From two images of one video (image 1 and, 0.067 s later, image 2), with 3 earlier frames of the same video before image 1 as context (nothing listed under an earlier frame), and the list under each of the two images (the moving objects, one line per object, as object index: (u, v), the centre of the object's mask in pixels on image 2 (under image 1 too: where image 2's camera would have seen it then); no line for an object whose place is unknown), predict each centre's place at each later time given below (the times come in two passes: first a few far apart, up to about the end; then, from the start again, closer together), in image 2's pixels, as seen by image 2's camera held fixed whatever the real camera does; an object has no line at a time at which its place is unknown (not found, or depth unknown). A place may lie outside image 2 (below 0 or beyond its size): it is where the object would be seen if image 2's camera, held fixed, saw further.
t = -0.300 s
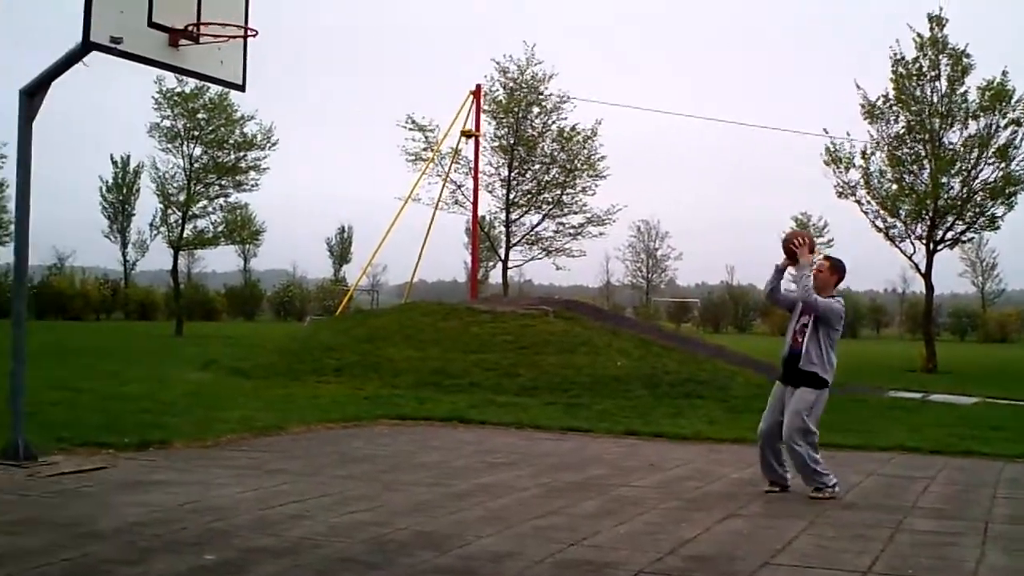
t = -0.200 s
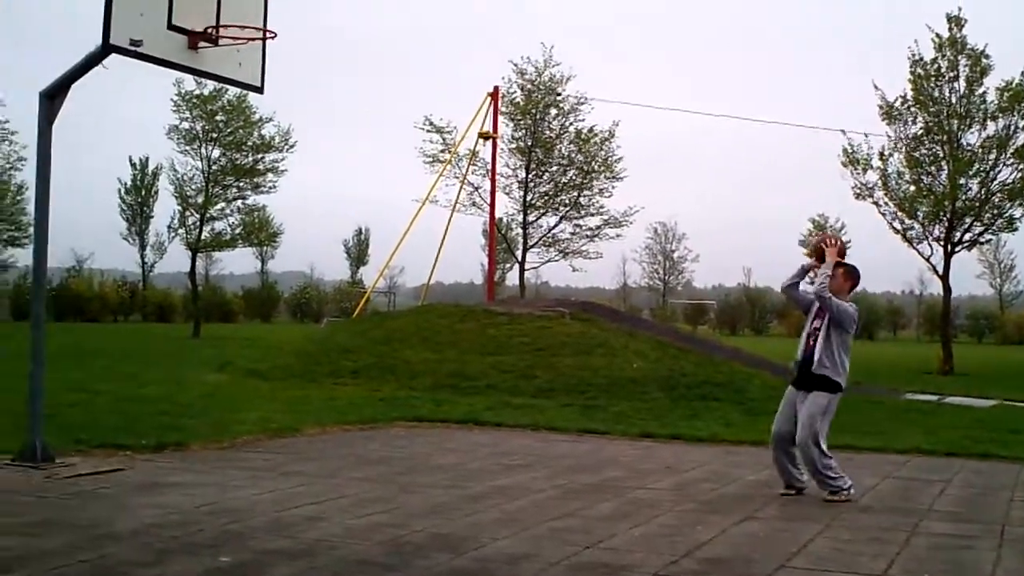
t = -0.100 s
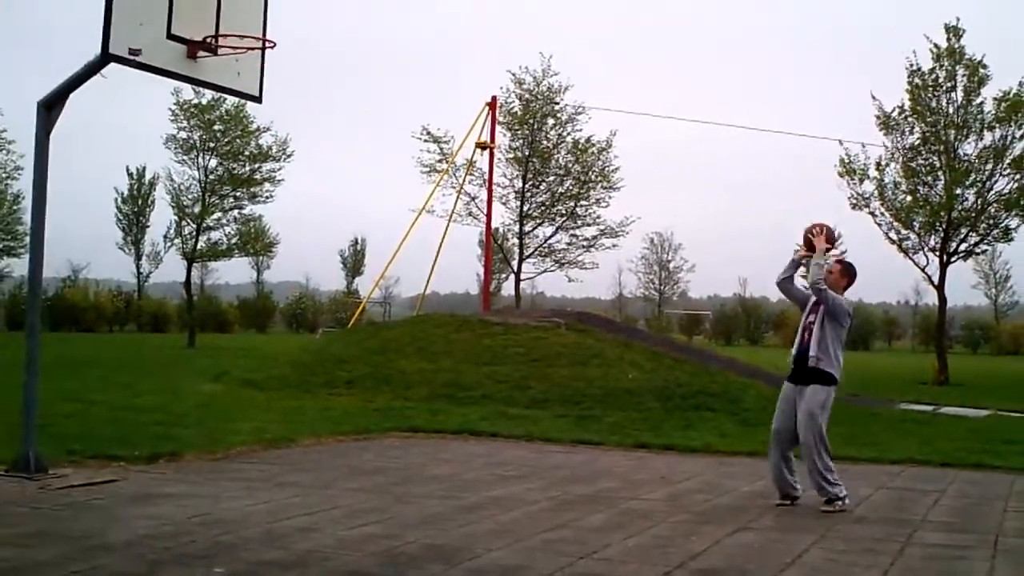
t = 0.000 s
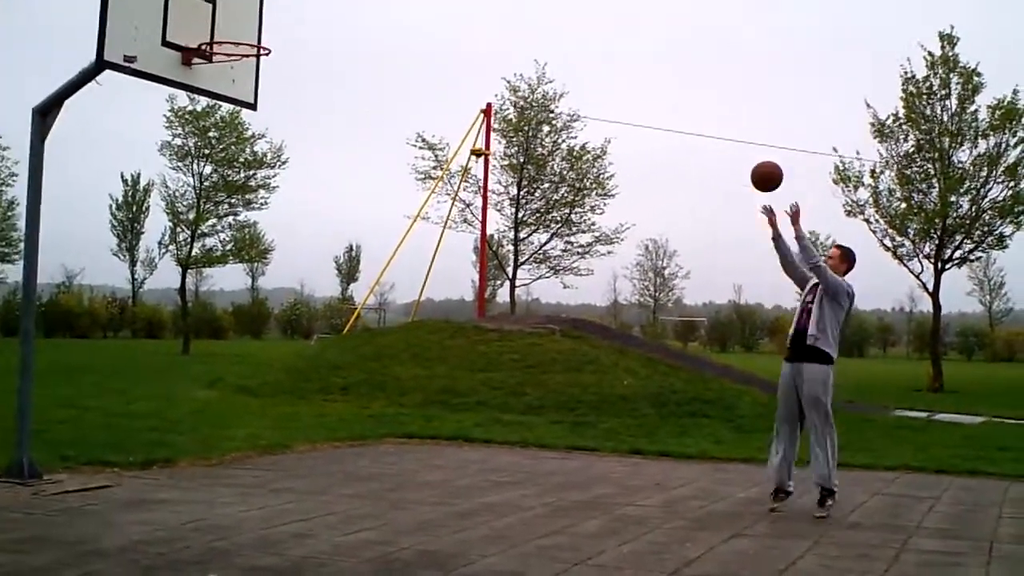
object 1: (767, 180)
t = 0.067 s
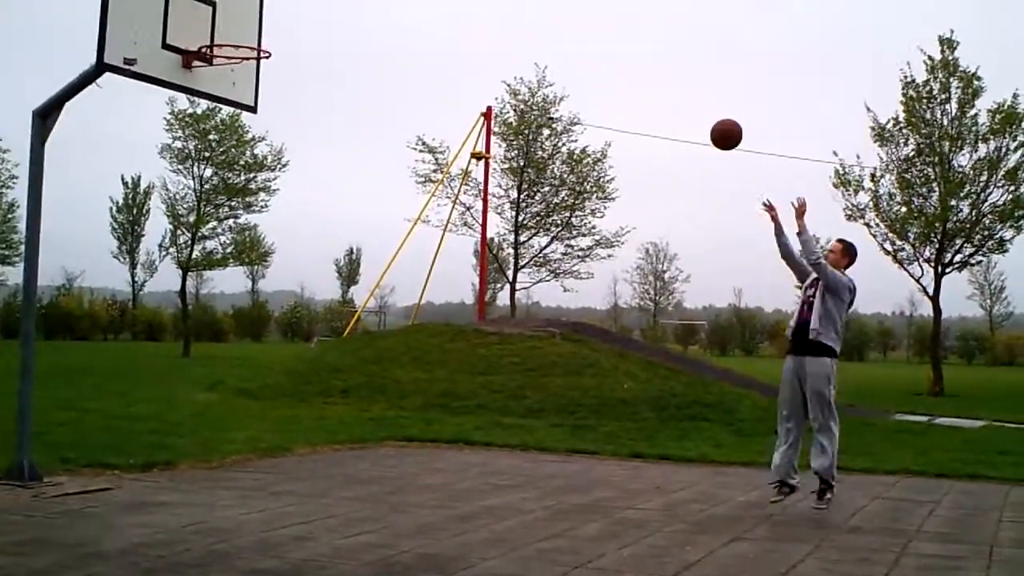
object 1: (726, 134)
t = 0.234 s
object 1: (620, 41)
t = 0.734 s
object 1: (276, 5)
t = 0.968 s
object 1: (183, 10)
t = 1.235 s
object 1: (255, 31)
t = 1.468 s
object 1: (317, 143)
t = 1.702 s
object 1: (378, 350)
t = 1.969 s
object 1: (419, 404)
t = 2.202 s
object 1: (432, 265)
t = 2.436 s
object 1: (441, 206)
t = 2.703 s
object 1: (448, 249)
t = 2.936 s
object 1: (448, 392)
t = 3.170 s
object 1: (453, 469)
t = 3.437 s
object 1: (469, 347)
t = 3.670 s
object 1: (478, 338)
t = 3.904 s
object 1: (483, 432)
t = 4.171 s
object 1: (487, 481)
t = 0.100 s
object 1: (706, 114)
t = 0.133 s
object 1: (685, 93)
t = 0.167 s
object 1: (663, 74)
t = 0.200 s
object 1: (642, 55)
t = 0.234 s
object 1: (620, 41)
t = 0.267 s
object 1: (598, 29)
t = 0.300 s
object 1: (577, 17)
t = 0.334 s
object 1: (554, 6)
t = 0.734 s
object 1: (276, 5)
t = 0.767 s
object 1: (252, 16)
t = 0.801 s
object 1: (227, 28)
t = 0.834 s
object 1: (215, 23)
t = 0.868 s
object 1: (202, 18)
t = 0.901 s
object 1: (191, 15)
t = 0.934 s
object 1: (179, 13)
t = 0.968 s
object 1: (183, 10)
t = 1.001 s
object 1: (192, 7)
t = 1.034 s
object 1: (200, 5)
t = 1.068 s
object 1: (210, 5)
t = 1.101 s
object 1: (220, 7)
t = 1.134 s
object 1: (228, 10)
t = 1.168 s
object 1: (237, 15)
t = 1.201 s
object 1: (246, 22)
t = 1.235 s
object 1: (255, 31)
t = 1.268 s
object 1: (264, 42)
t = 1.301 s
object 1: (273, 54)
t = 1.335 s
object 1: (282, 68)
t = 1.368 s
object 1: (291, 84)
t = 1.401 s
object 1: (300, 102)
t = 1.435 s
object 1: (308, 122)
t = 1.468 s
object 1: (317, 143)
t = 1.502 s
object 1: (326, 167)
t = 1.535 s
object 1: (335, 192)
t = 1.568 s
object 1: (344, 220)
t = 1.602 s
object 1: (353, 249)
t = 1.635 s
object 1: (362, 281)
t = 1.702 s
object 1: (378, 350)
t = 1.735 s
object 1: (386, 386)
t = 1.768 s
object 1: (393, 427)
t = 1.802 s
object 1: (400, 471)
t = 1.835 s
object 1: (407, 509)
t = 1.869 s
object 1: (410, 489)
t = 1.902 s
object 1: (414, 459)
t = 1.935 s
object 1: (418, 430)
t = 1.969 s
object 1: (419, 404)
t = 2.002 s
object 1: (422, 380)
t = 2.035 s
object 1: (424, 357)
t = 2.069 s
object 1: (427, 336)
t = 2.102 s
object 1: (427, 315)
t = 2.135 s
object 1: (429, 296)
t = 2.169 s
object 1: (430, 280)
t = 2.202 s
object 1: (432, 265)
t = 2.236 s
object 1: (434, 251)
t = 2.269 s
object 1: (435, 239)
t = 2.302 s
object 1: (437, 229)
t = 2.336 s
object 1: (438, 221)
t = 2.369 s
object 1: (439, 214)
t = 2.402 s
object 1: (440, 209)
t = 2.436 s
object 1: (441, 206)
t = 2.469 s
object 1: (442, 205)
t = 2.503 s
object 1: (443, 205)
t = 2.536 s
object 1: (444, 208)
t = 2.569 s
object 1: (445, 212)
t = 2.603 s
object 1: (446, 219)
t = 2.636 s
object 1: (447, 227)
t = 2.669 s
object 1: (447, 237)
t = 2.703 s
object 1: (448, 249)
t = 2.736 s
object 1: (448, 263)
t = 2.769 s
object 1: (448, 280)
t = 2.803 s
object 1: (448, 298)
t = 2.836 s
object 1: (449, 319)
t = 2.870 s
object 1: (449, 341)
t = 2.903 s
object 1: (449, 366)
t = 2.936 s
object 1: (448, 392)
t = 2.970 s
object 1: (449, 421)
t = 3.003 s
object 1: (448, 452)
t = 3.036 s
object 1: (448, 487)
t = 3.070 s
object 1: (448, 518)
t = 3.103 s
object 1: (449, 516)
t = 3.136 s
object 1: (450, 493)
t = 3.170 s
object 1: (453, 469)
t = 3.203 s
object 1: (455, 447)
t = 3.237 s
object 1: (458, 428)
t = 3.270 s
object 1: (459, 410)
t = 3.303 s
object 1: (460, 394)
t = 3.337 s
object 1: (463, 379)
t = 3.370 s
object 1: (465, 367)
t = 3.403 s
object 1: (467, 355)
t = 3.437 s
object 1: (469, 347)
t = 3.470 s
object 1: (470, 340)
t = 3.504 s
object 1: (471, 335)
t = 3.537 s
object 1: (472, 333)
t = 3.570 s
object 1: (473, 331)
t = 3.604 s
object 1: (473, 331)
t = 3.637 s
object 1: (476, 334)
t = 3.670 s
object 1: (478, 338)
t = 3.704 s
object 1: (478, 345)
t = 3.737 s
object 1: (479, 354)
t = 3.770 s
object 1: (481, 365)
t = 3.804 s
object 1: (481, 379)
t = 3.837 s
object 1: (482, 394)
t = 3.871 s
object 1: (483, 412)
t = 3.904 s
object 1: (483, 432)
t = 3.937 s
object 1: (483, 454)
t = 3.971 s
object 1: (483, 479)
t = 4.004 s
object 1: (484, 506)
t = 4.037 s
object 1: (485, 528)
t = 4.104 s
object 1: (487, 519)
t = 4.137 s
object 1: (486, 499)
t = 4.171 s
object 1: (487, 481)
